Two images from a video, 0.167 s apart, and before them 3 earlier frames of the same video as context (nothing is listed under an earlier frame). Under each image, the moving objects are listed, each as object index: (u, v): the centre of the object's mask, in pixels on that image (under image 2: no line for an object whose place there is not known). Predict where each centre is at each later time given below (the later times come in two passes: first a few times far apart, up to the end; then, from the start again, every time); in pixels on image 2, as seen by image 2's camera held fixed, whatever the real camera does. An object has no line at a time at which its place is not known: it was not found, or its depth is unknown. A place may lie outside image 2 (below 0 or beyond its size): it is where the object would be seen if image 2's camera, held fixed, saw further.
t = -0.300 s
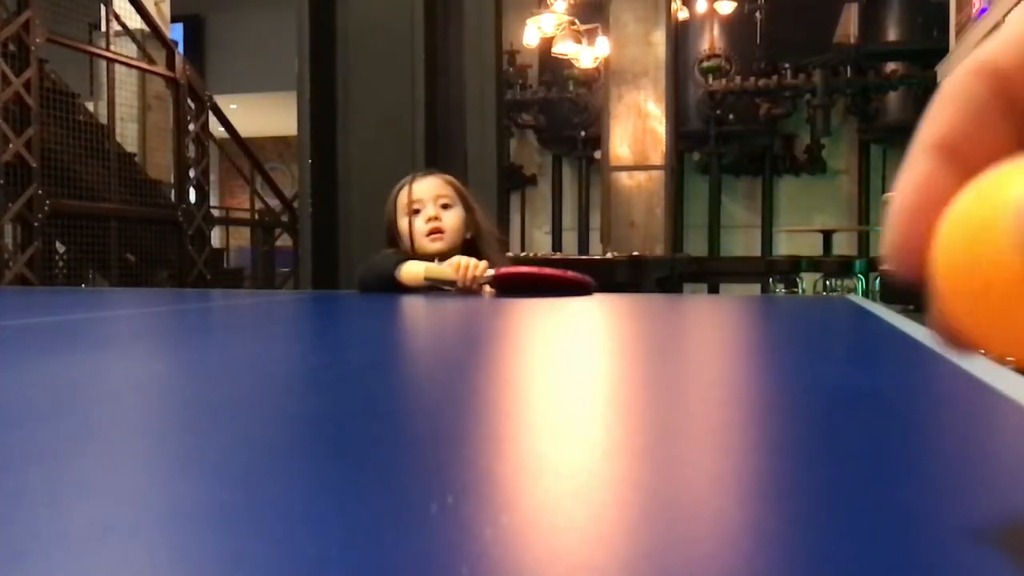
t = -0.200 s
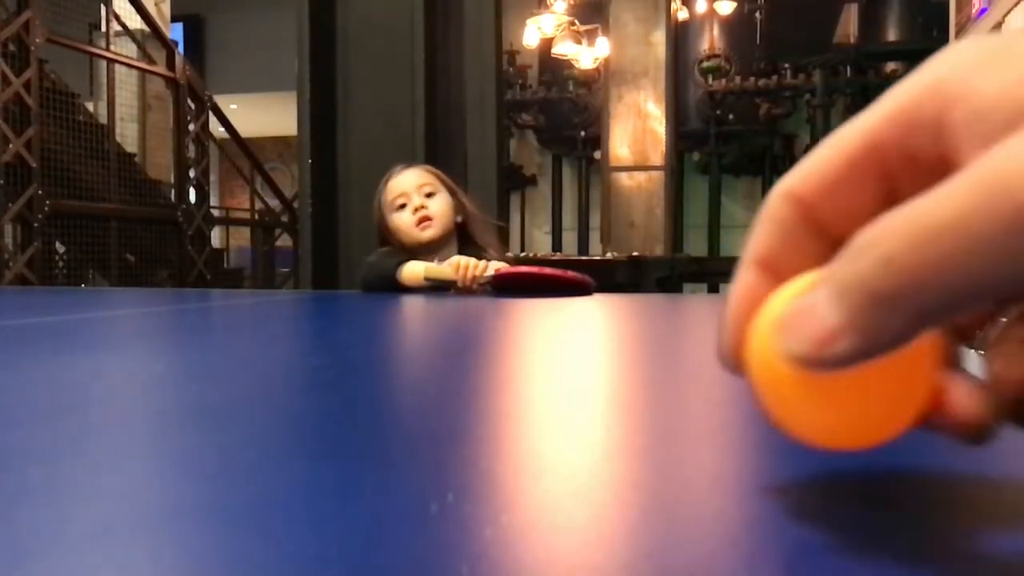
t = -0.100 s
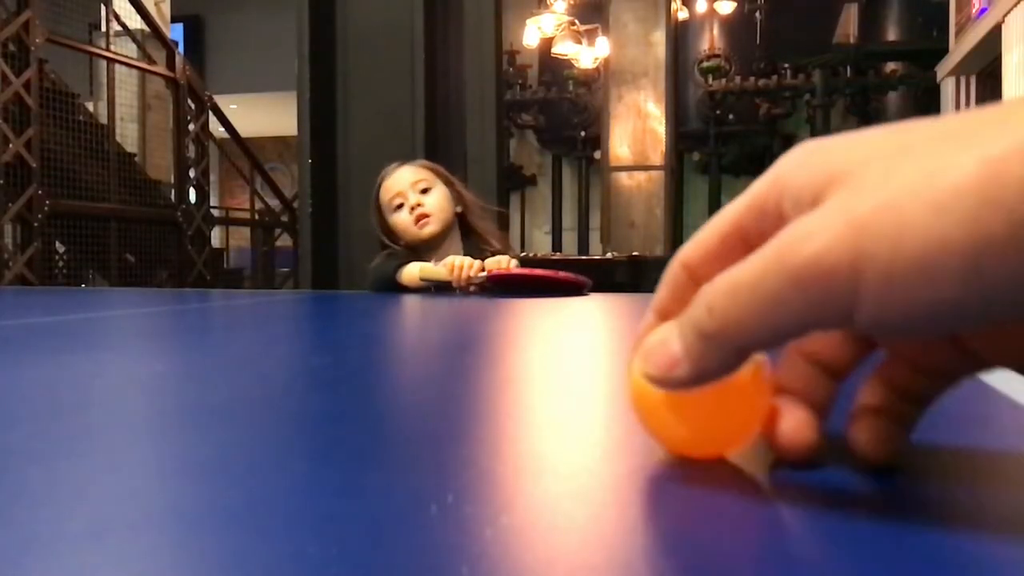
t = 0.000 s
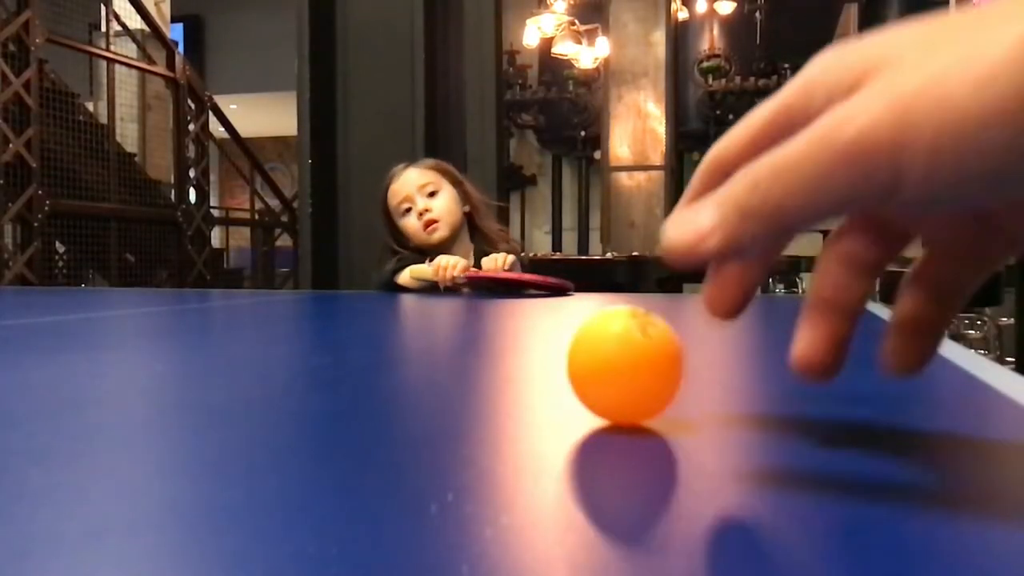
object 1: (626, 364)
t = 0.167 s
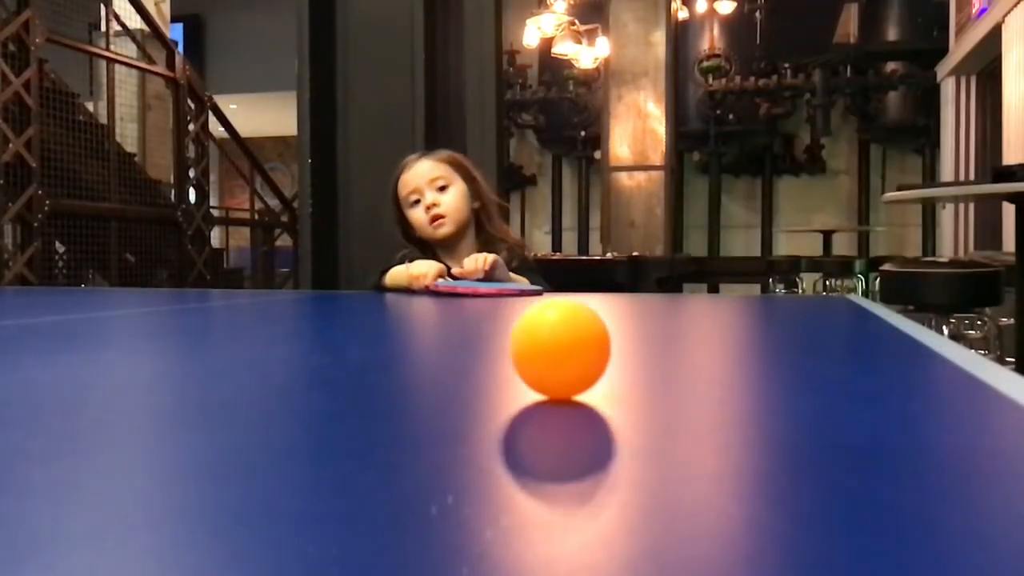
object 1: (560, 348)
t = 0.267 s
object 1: (530, 341)
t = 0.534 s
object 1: (469, 327)
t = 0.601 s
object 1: (457, 325)
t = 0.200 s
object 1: (550, 345)
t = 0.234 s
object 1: (539, 343)
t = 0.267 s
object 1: (530, 341)
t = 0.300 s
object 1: (521, 338)
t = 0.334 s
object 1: (512, 337)
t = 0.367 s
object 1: (504, 335)
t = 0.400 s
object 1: (496, 333)
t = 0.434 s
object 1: (489, 331)
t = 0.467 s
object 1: (482, 330)
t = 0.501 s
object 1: (475, 328)
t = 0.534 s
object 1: (469, 327)
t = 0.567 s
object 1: (463, 326)
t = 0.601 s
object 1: (457, 325)
